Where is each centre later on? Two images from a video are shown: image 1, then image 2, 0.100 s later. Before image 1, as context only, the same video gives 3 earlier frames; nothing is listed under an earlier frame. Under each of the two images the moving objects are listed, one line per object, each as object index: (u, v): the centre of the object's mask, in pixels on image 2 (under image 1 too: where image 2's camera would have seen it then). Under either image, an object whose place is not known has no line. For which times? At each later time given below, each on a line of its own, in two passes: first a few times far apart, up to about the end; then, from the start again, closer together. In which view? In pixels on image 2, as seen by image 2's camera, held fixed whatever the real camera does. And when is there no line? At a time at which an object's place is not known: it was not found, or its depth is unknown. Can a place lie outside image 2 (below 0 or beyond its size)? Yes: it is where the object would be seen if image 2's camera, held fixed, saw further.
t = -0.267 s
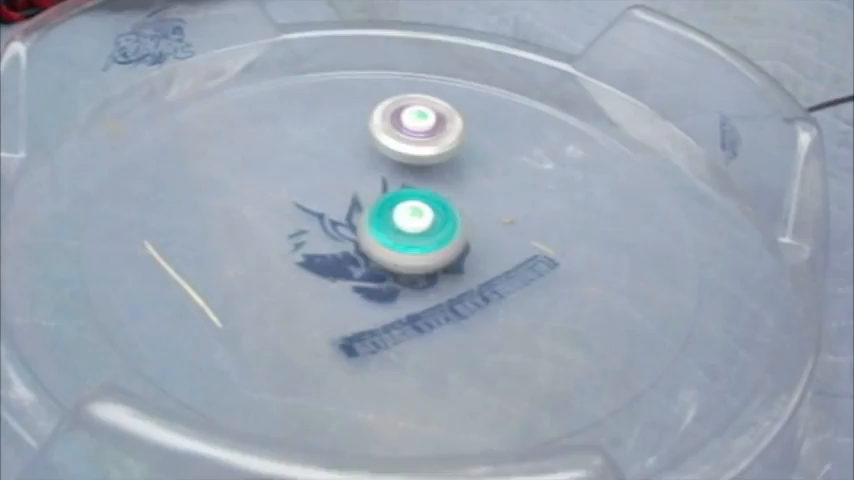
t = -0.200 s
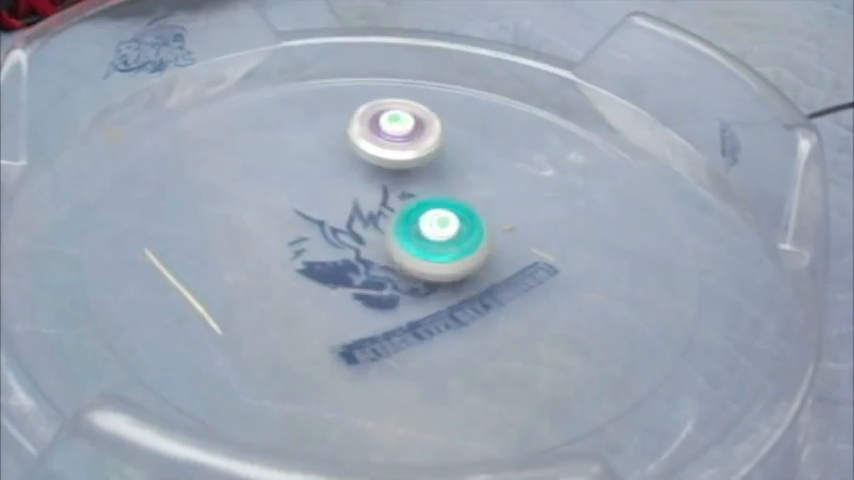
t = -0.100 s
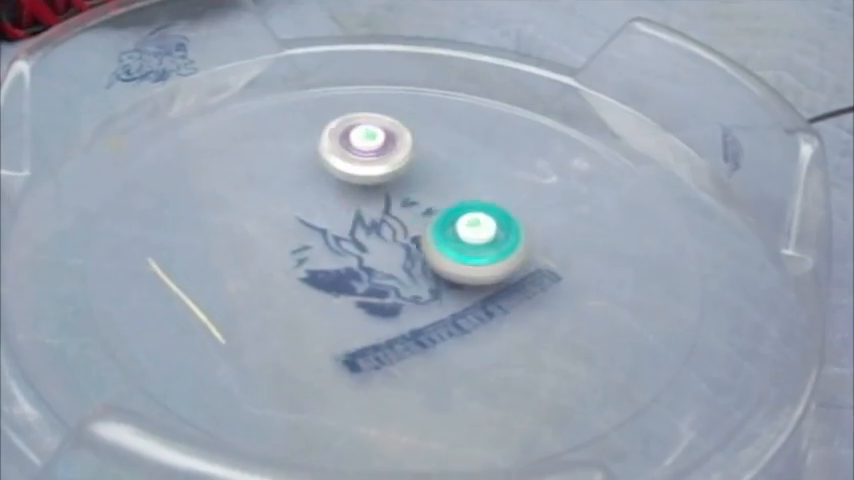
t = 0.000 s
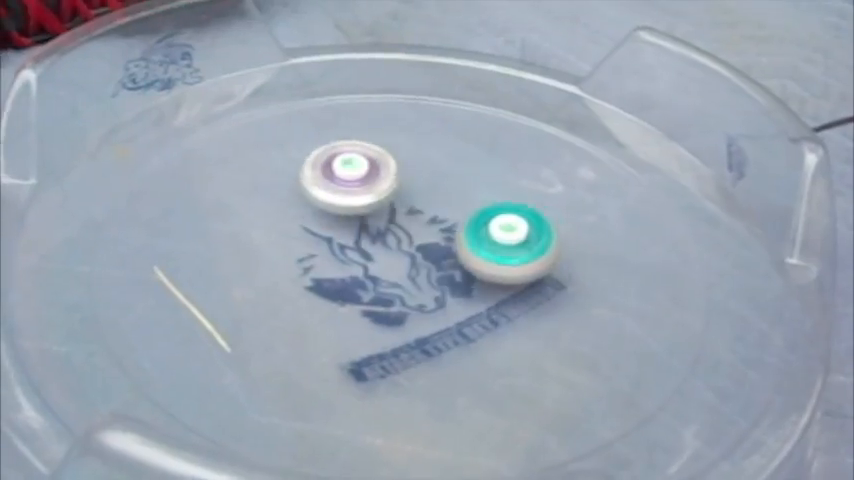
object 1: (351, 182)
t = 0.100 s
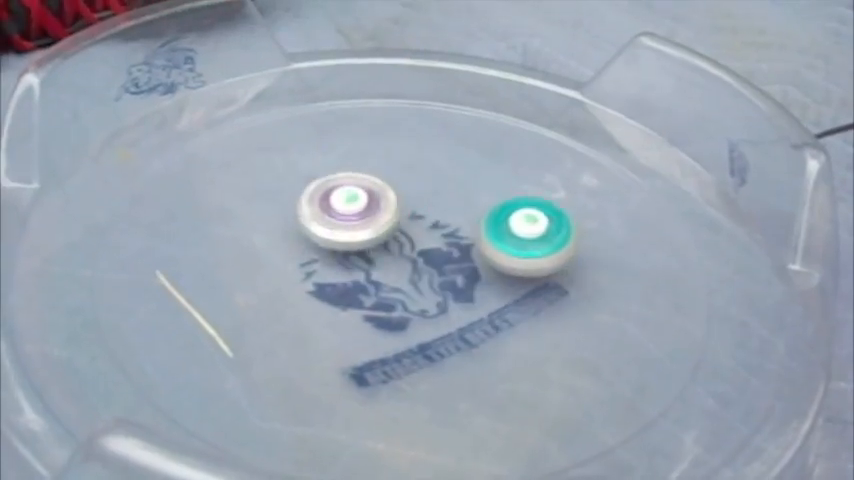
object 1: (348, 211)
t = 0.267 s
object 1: (382, 258)
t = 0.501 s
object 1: (391, 369)
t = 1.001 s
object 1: (483, 355)
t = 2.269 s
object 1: (263, 285)
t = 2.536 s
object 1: (320, 280)
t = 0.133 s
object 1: (351, 220)
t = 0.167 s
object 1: (356, 230)
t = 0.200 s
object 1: (362, 240)
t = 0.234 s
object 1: (372, 249)
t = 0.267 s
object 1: (382, 258)
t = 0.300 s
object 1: (394, 265)
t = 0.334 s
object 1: (407, 272)
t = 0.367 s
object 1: (420, 278)
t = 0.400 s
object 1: (435, 283)
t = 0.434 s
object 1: (449, 287)
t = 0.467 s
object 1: (422, 329)
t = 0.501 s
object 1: (391, 369)
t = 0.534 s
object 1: (361, 402)
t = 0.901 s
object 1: (449, 376)
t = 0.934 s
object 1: (463, 367)
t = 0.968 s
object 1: (475, 361)
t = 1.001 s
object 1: (483, 355)
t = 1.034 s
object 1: (489, 351)
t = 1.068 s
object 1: (494, 349)
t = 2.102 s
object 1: (284, 278)
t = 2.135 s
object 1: (278, 279)
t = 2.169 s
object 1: (272, 279)
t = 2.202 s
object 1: (268, 281)
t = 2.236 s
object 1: (265, 283)
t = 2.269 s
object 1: (263, 285)
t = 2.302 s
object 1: (265, 288)
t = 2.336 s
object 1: (270, 290)
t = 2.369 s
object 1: (278, 292)
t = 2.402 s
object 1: (287, 292)
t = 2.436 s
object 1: (296, 290)
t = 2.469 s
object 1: (304, 288)
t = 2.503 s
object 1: (313, 284)
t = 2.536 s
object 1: (320, 280)
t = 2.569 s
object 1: (328, 275)
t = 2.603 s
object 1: (334, 271)
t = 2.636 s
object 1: (327, 268)
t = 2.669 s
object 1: (323, 265)
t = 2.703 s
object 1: (327, 259)
